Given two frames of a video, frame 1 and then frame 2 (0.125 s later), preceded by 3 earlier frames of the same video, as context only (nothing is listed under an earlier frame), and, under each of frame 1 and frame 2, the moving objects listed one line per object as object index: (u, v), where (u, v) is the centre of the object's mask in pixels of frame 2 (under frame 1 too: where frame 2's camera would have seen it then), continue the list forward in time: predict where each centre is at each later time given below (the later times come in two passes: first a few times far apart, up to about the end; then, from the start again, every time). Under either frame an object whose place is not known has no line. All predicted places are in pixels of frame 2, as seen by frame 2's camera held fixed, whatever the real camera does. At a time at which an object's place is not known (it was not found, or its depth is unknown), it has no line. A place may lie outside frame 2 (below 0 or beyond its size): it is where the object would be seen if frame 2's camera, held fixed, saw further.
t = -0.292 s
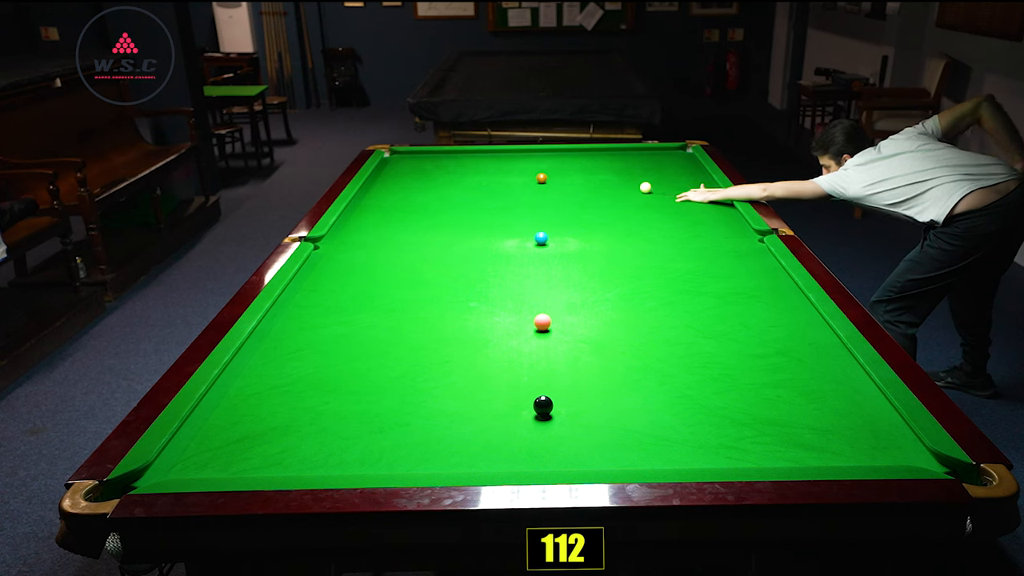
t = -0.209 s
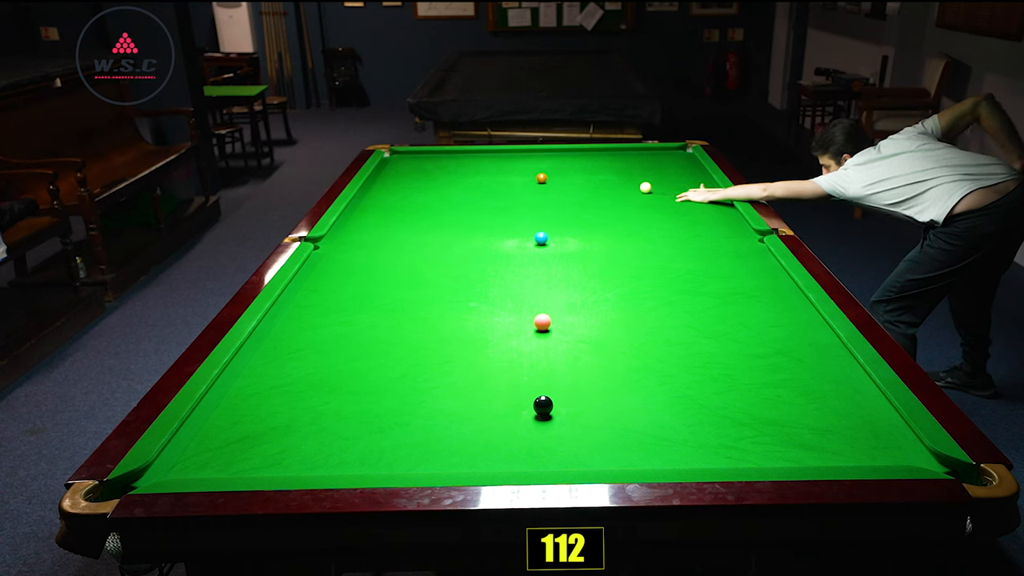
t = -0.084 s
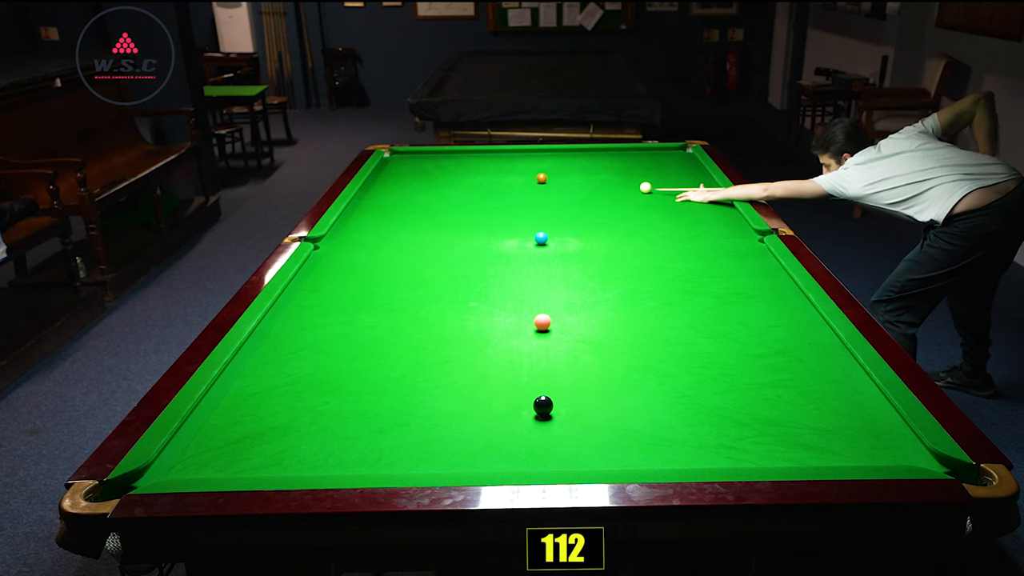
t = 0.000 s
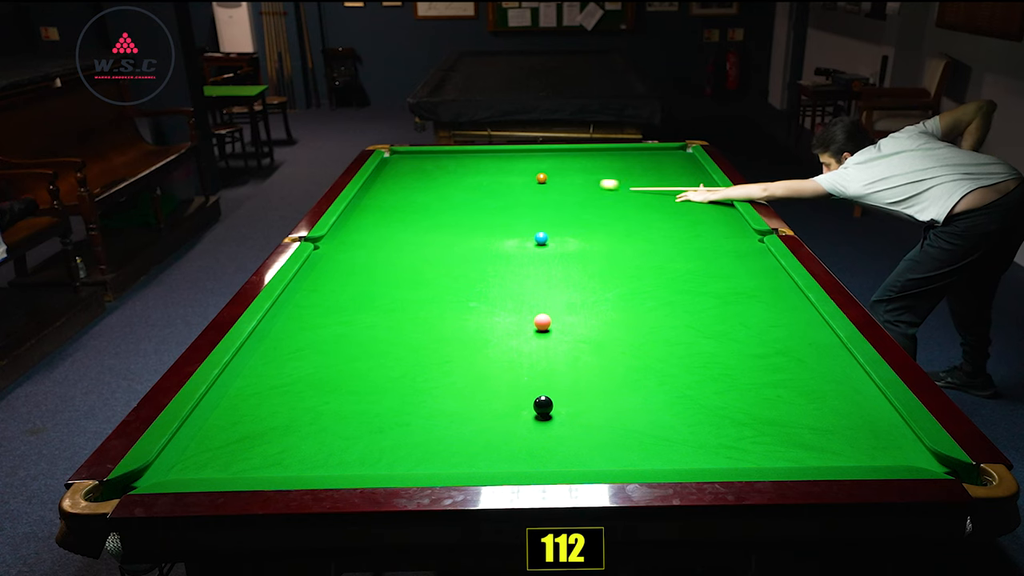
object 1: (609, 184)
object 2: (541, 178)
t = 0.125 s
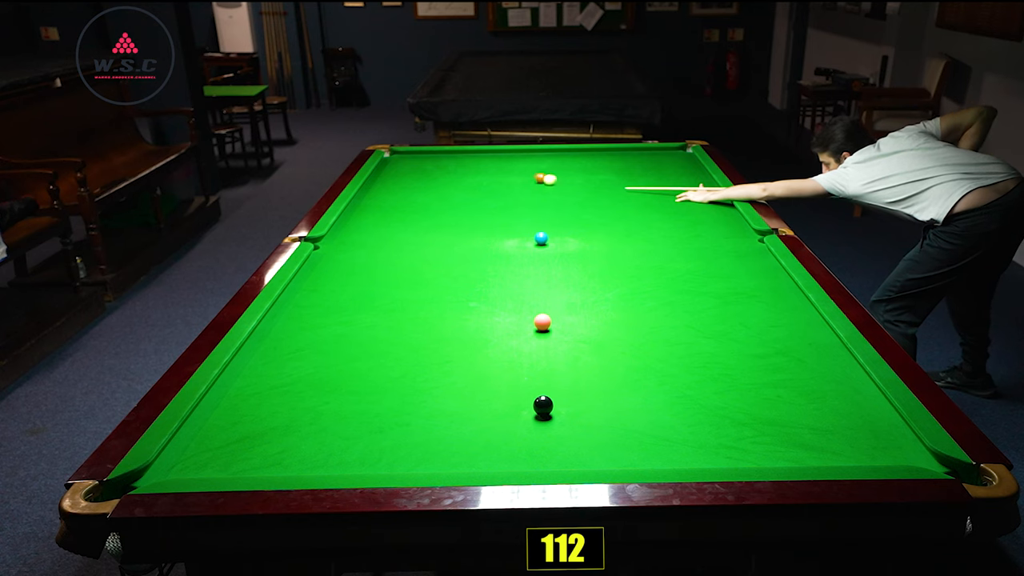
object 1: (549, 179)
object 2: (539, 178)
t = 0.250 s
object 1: (539, 182)
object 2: (502, 171)
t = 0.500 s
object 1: (525, 187)
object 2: (445, 160)
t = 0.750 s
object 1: (512, 192)
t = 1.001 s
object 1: (499, 197)
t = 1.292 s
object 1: (483, 202)
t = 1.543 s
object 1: (470, 207)
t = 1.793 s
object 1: (458, 211)
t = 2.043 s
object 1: (446, 216)
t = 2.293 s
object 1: (434, 220)
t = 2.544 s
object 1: (424, 223)
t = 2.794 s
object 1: (413, 227)
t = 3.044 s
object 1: (404, 230)
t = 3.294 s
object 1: (395, 233)
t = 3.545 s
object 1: (388, 236)
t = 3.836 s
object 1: (380, 238)
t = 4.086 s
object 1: (374, 240)
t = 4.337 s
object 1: (370, 242)
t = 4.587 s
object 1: (366, 243)
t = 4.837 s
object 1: (364, 243)
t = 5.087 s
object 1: (363, 244)
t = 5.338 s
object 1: (363, 244)
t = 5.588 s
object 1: (363, 244)
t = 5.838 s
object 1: (363, 244)
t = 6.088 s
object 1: (363, 244)
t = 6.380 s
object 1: (363, 244)
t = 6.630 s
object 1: (363, 244)
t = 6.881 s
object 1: (363, 244)
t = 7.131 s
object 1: (363, 244)
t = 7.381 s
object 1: (363, 244)
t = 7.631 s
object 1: (363, 244)
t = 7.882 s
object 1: (363, 244)
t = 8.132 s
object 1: (363, 244)
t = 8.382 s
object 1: (363, 244)
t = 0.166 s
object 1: (545, 180)
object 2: (527, 175)
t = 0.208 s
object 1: (542, 181)
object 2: (514, 173)
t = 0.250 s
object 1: (539, 182)
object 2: (502, 171)
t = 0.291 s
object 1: (537, 183)
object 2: (491, 169)
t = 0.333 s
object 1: (534, 184)
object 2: (481, 167)
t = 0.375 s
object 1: (532, 185)
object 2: (471, 165)
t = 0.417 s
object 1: (530, 186)
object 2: (462, 164)
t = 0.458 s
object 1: (528, 186)
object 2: (453, 162)
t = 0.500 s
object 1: (525, 187)
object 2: (445, 160)
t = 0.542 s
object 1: (523, 188)
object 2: (436, 159)
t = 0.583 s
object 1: (521, 189)
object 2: (428, 157)
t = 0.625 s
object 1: (519, 190)
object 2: (420, 156)
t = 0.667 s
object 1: (516, 190)
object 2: (411, 155)
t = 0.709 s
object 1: (514, 191)
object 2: (403, 153)
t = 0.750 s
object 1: (512, 192)
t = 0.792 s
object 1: (510, 193)
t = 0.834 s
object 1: (507, 194)
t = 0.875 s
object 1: (505, 194)
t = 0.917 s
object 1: (503, 195)
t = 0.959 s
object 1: (501, 196)
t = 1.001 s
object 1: (499, 197)
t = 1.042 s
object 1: (496, 198)
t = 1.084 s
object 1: (494, 198)
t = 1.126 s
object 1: (492, 199)
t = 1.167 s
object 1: (490, 200)
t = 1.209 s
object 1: (488, 201)
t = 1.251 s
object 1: (485, 201)
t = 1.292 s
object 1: (483, 202)
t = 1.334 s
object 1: (481, 203)
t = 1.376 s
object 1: (479, 204)
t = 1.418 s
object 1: (477, 205)
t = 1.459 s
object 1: (475, 205)
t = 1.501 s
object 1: (472, 206)
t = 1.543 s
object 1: (470, 207)
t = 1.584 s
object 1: (468, 208)
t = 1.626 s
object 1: (466, 208)
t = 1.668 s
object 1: (464, 209)
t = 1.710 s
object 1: (462, 210)
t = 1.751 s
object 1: (460, 211)
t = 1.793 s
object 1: (458, 211)
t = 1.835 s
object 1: (456, 212)
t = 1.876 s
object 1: (454, 213)
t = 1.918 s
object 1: (452, 214)
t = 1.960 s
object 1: (450, 214)
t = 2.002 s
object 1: (448, 215)
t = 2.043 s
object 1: (446, 216)
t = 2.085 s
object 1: (444, 216)
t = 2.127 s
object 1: (442, 217)
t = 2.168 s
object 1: (440, 218)
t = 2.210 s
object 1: (438, 218)
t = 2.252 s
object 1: (436, 219)
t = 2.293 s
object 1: (434, 220)
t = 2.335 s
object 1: (433, 220)
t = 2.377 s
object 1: (431, 221)
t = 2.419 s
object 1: (429, 221)
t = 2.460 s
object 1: (427, 222)
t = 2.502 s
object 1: (425, 223)
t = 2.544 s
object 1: (424, 223)
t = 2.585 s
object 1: (422, 224)
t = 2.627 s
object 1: (420, 225)
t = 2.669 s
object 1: (418, 225)
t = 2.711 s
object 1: (417, 226)
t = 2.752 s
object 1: (415, 226)
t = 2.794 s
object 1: (413, 227)
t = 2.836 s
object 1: (412, 227)
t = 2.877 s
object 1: (410, 228)
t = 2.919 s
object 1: (409, 228)
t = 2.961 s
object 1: (407, 229)
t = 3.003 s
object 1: (405, 230)
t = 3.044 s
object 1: (404, 230)
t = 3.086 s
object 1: (402, 231)
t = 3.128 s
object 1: (401, 231)
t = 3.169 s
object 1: (399, 232)
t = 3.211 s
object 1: (398, 232)
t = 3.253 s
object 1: (397, 233)
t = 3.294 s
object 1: (395, 233)
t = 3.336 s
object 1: (394, 233)
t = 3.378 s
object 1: (393, 234)
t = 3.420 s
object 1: (391, 234)
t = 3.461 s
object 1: (390, 235)
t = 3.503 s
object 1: (389, 235)
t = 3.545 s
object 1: (388, 236)
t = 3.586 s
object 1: (386, 236)
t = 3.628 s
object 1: (385, 236)
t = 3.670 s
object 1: (384, 237)
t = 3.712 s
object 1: (383, 237)
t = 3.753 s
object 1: (382, 237)
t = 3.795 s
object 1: (381, 238)
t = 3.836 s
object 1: (380, 238)
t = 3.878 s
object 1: (379, 238)
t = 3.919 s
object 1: (378, 239)
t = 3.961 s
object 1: (377, 239)
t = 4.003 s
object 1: (376, 239)
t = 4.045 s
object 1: (375, 240)
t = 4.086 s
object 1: (374, 240)
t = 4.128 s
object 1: (373, 240)
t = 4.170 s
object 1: (373, 241)
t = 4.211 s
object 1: (372, 241)
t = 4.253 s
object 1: (371, 241)
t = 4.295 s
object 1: (370, 241)
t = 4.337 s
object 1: (370, 242)
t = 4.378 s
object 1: (369, 242)
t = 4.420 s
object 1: (369, 242)
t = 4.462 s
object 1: (368, 242)
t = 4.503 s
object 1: (367, 242)
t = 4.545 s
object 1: (367, 242)
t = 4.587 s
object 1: (366, 243)
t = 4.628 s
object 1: (366, 243)
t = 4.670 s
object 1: (365, 243)
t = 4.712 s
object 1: (365, 243)
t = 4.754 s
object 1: (365, 243)
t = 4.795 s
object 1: (364, 243)
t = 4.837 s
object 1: (364, 243)
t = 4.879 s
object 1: (363, 244)
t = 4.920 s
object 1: (363, 244)
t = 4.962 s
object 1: (363, 244)
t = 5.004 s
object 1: (363, 244)
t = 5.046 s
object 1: (363, 244)
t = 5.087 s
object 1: (363, 244)
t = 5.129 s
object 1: (363, 244)
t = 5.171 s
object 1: (363, 244)
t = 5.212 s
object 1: (363, 244)
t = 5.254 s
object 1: (363, 244)
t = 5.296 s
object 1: (363, 244)
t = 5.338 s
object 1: (363, 244)
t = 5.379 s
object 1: (363, 244)
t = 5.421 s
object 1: (363, 244)
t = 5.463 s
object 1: (363, 244)
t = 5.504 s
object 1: (363, 244)
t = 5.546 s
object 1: (363, 244)
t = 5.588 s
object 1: (363, 244)
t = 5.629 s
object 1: (363, 244)
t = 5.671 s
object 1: (363, 244)
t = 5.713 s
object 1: (363, 244)
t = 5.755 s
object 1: (363, 244)
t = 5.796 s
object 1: (363, 244)
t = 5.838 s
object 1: (363, 244)
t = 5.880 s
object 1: (363, 244)
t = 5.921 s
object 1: (363, 244)
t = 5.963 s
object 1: (363, 244)
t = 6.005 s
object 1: (363, 244)
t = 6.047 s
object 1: (363, 244)
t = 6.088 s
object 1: (363, 244)
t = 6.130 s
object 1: (363, 244)
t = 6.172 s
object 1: (363, 244)
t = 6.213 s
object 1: (363, 244)
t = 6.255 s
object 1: (363, 244)
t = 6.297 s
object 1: (363, 244)
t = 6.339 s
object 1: (363, 244)
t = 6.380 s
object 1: (363, 244)
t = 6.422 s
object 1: (363, 244)
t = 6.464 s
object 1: (363, 244)
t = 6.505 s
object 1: (363, 244)
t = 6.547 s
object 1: (363, 244)
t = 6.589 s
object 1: (363, 244)
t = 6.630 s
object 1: (363, 244)
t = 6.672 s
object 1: (363, 244)
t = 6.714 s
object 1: (363, 244)
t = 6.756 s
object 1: (363, 244)
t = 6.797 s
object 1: (363, 244)
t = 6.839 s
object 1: (363, 244)
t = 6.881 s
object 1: (363, 244)
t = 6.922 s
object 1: (363, 244)
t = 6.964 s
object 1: (363, 244)
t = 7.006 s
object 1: (363, 244)
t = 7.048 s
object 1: (363, 244)
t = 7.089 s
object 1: (363, 244)
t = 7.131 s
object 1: (363, 244)
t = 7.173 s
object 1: (363, 244)
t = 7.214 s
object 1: (363, 244)
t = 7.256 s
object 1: (363, 244)
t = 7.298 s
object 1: (363, 244)
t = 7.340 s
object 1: (363, 244)
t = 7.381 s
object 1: (363, 244)
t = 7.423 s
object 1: (363, 244)
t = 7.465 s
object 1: (363, 244)
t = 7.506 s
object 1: (363, 244)
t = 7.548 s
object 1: (363, 244)
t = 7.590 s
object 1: (363, 244)
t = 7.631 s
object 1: (363, 244)
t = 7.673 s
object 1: (363, 244)
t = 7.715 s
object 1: (363, 244)
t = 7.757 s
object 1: (363, 244)
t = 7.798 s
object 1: (363, 244)
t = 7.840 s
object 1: (363, 244)
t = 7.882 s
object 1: (363, 244)
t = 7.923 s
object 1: (363, 244)
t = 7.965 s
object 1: (363, 244)
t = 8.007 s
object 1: (363, 244)
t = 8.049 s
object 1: (363, 244)
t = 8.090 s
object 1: (363, 244)
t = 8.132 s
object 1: (363, 244)
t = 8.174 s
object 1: (363, 244)
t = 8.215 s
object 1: (363, 244)
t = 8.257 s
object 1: (363, 244)
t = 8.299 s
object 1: (363, 244)
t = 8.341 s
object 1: (363, 244)
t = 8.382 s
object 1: (363, 244)
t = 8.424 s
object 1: (363, 244)
